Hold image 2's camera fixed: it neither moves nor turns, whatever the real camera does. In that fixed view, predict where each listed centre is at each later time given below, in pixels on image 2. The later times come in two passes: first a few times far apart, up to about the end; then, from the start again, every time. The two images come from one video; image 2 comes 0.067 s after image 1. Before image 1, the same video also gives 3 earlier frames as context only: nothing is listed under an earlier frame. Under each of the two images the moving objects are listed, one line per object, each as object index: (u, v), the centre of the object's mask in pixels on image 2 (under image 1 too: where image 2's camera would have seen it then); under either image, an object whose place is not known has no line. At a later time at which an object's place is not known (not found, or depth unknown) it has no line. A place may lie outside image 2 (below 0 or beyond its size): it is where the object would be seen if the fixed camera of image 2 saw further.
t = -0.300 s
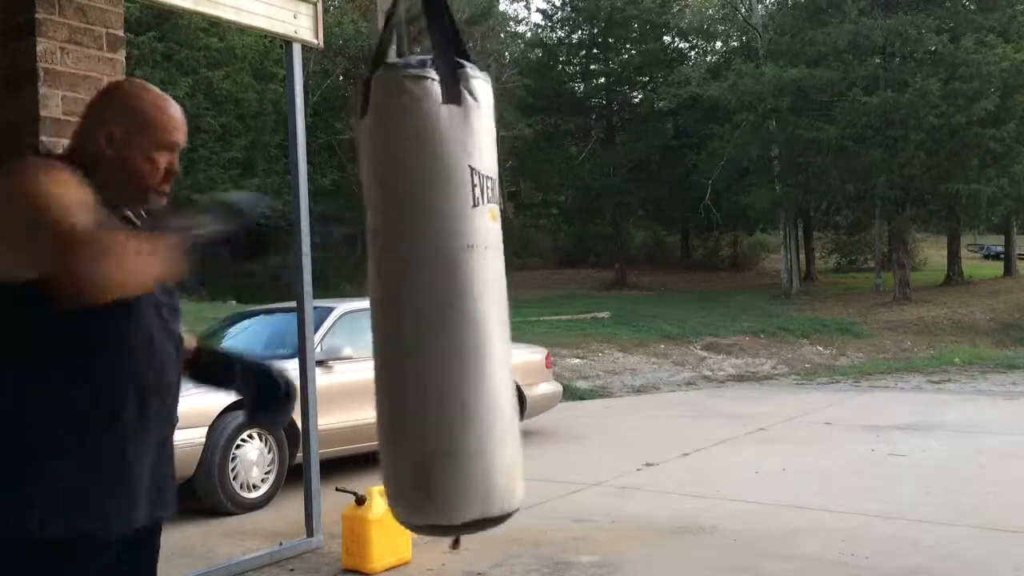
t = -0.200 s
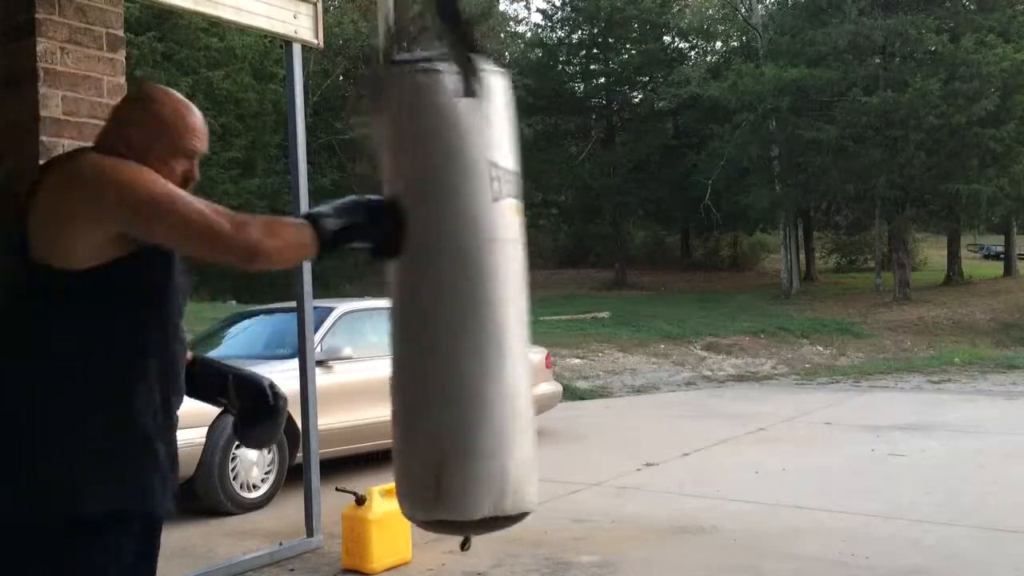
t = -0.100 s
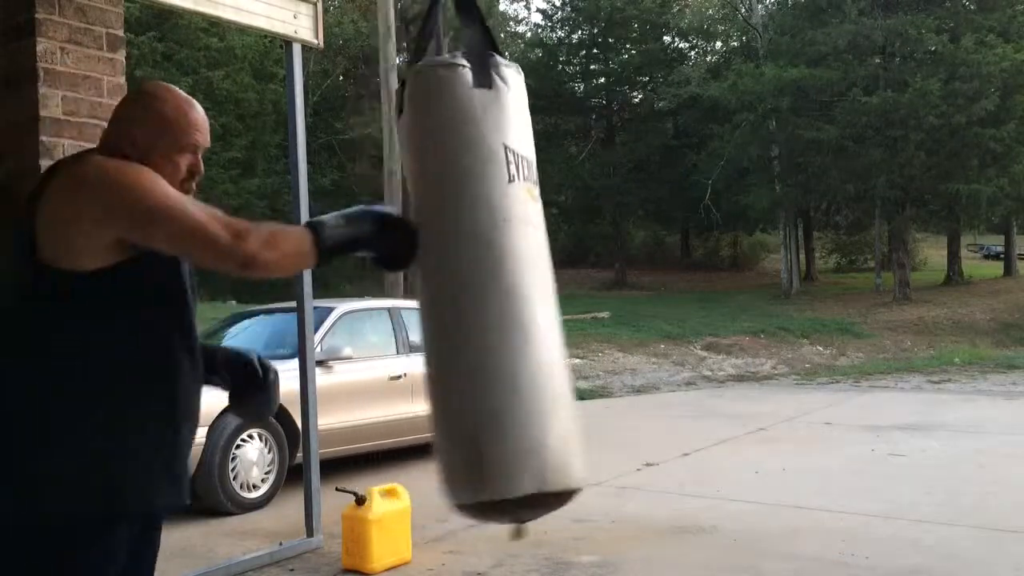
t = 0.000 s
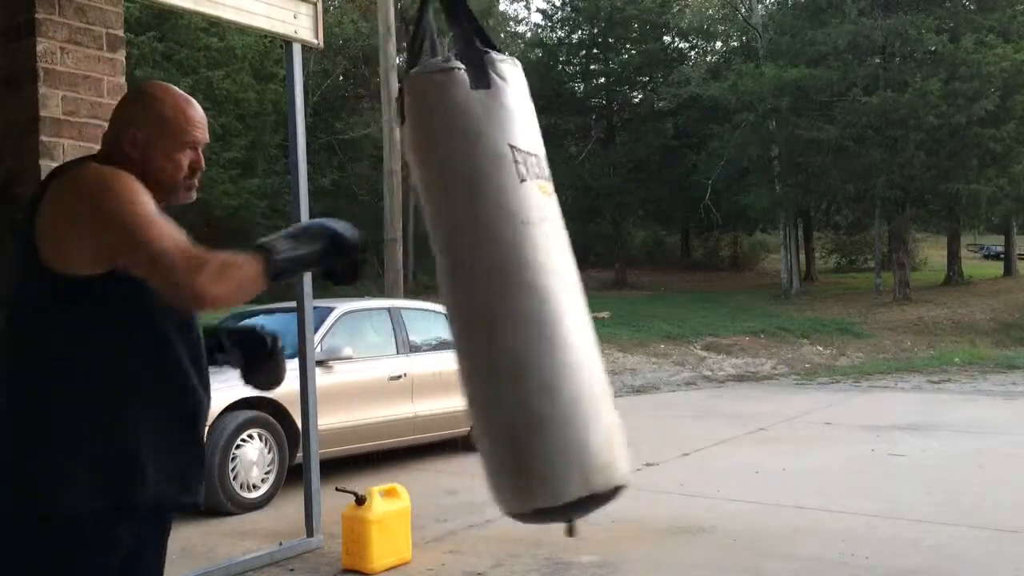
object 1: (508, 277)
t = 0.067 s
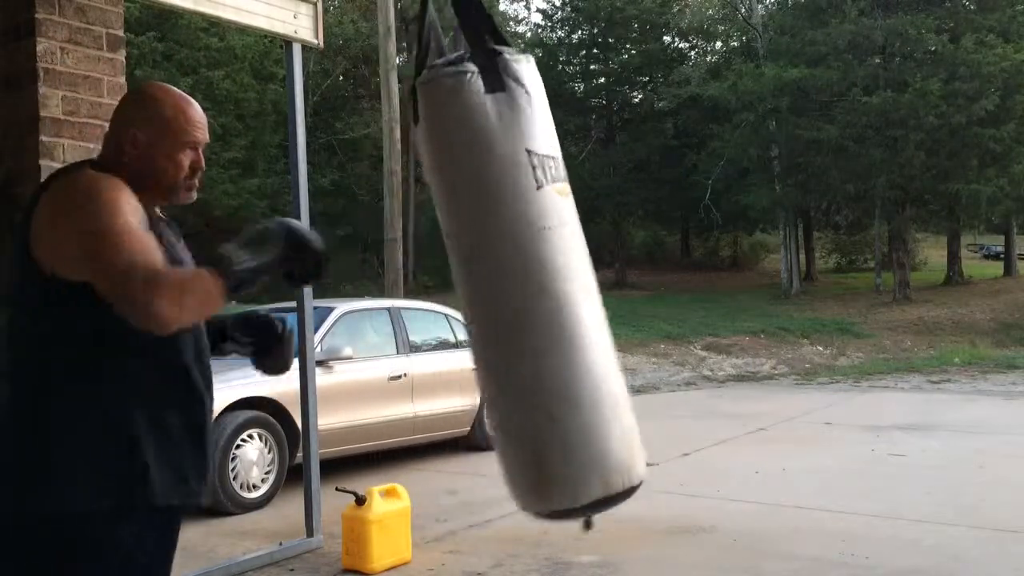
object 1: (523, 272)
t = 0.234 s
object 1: (540, 270)
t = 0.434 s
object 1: (530, 271)
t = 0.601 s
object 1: (496, 275)
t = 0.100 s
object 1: (526, 267)
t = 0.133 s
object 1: (529, 266)
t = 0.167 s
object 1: (532, 267)
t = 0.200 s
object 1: (536, 269)
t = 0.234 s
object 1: (540, 270)
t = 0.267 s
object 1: (541, 270)
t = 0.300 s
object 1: (541, 270)
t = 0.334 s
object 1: (539, 270)
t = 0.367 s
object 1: (538, 270)
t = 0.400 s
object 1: (535, 271)
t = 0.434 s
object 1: (530, 271)
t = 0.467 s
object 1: (522, 271)
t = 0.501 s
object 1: (516, 270)
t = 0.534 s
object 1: (509, 270)
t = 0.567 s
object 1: (502, 272)
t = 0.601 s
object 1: (496, 275)
